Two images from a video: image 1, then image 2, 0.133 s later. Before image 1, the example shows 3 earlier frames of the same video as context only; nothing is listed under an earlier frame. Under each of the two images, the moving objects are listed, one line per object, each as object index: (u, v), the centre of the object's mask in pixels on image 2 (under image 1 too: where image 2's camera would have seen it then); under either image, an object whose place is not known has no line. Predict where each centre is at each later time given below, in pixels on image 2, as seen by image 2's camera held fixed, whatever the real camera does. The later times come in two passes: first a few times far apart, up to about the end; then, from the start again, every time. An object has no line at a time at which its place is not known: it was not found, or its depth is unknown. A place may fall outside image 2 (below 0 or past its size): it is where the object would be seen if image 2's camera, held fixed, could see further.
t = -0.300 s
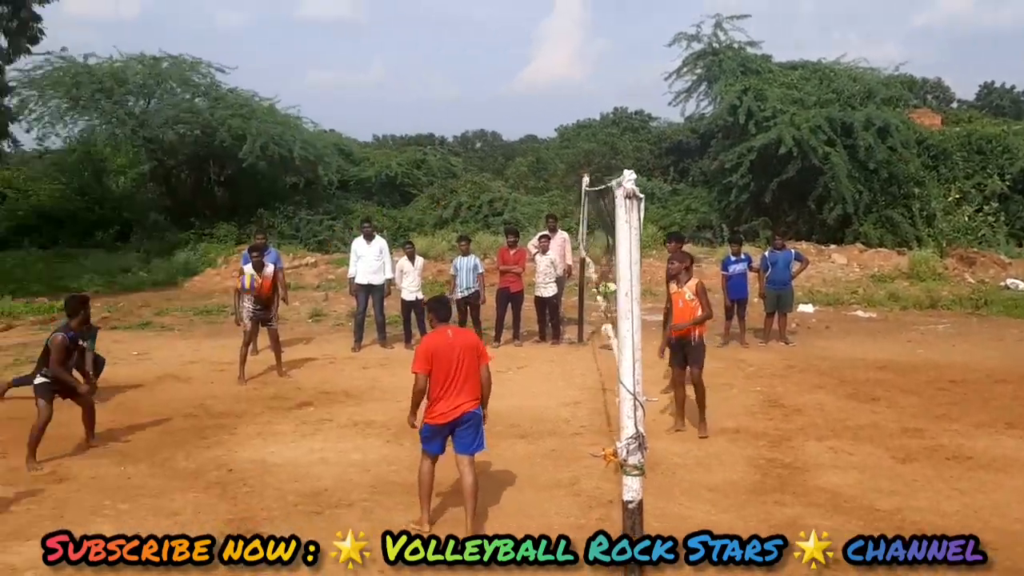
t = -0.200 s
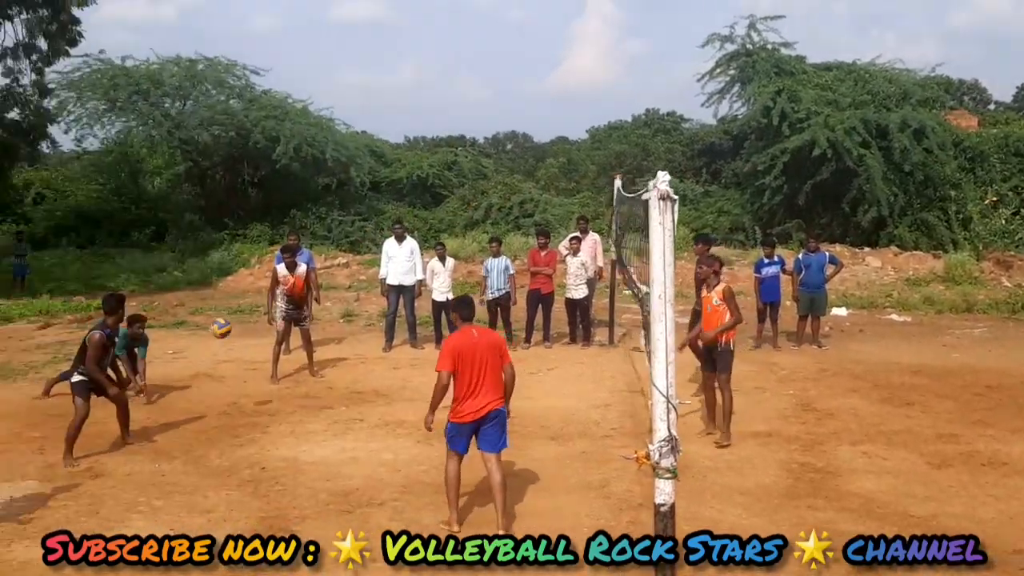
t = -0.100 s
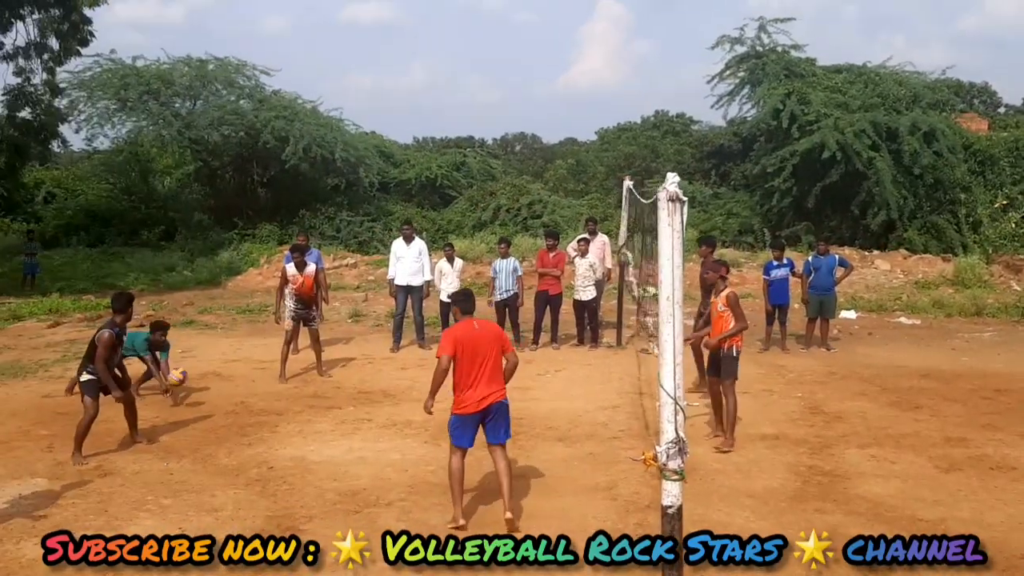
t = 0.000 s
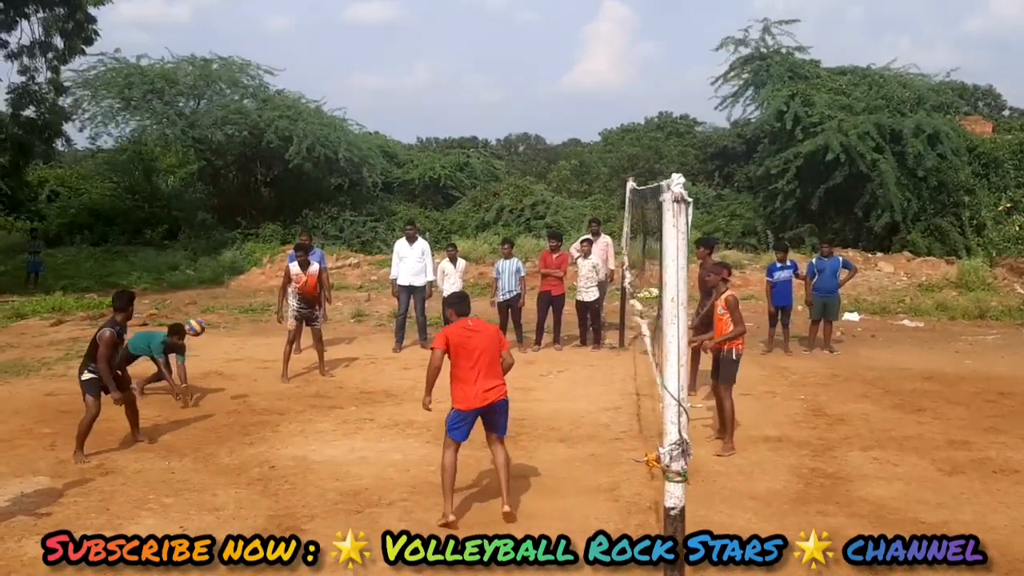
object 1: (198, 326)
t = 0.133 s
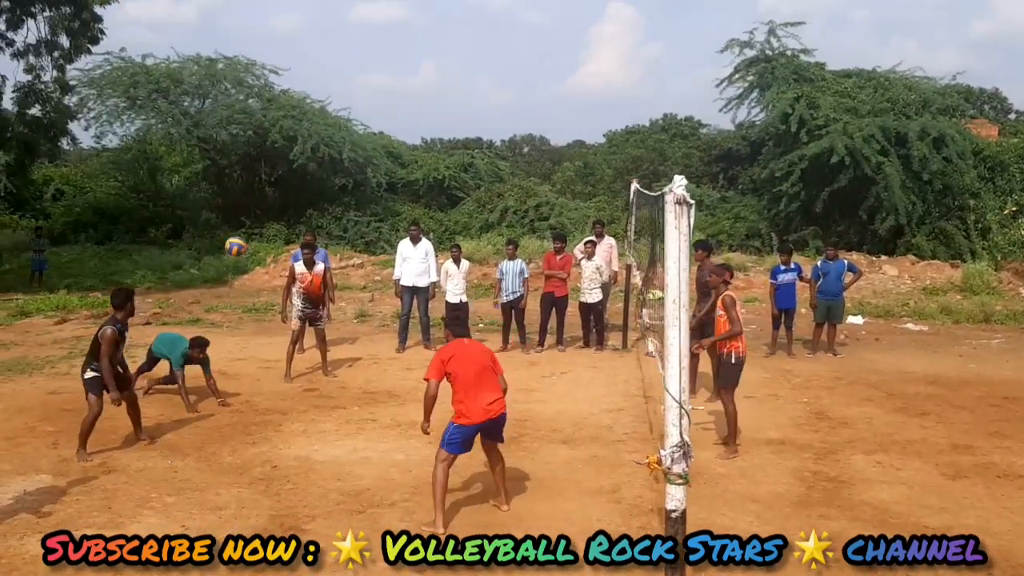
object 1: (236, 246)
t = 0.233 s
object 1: (265, 192)
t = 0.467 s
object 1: (340, 86)
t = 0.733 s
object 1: (440, 16)
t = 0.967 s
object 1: (550, 18)
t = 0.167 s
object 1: (244, 227)
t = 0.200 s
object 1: (254, 210)
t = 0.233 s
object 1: (265, 192)
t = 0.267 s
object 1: (274, 174)
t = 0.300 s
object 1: (285, 158)
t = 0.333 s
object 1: (294, 142)
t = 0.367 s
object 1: (304, 127)
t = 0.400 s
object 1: (316, 112)
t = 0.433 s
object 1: (328, 99)
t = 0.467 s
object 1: (340, 86)
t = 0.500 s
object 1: (351, 74)
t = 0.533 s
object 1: (362, 62)
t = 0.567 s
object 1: (374, 52)
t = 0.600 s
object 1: (387, 43)
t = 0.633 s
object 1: (400, 34)
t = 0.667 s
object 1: (413, 26)
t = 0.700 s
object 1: (426, 20)
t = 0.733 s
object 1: (440, 16)
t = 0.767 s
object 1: (454, 12)
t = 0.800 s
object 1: (470, 11)
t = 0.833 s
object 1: (485, 10)
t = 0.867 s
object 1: (500, 10)
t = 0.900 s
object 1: (516, 12)
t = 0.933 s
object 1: (533, 14)
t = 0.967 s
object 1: (550, 18)
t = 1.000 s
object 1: (567, 24)
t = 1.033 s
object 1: (585, 32)
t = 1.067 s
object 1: (604, 42)
